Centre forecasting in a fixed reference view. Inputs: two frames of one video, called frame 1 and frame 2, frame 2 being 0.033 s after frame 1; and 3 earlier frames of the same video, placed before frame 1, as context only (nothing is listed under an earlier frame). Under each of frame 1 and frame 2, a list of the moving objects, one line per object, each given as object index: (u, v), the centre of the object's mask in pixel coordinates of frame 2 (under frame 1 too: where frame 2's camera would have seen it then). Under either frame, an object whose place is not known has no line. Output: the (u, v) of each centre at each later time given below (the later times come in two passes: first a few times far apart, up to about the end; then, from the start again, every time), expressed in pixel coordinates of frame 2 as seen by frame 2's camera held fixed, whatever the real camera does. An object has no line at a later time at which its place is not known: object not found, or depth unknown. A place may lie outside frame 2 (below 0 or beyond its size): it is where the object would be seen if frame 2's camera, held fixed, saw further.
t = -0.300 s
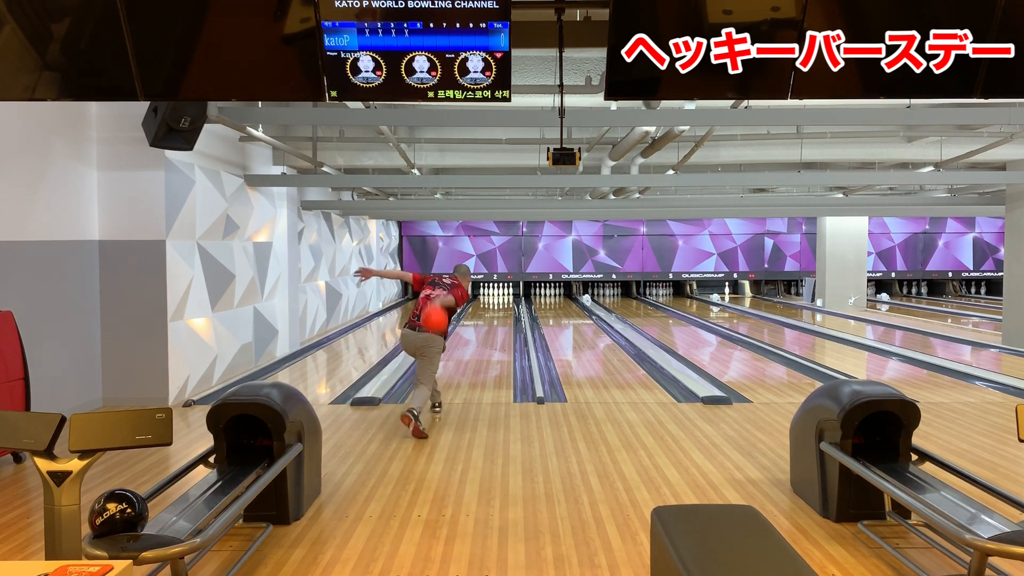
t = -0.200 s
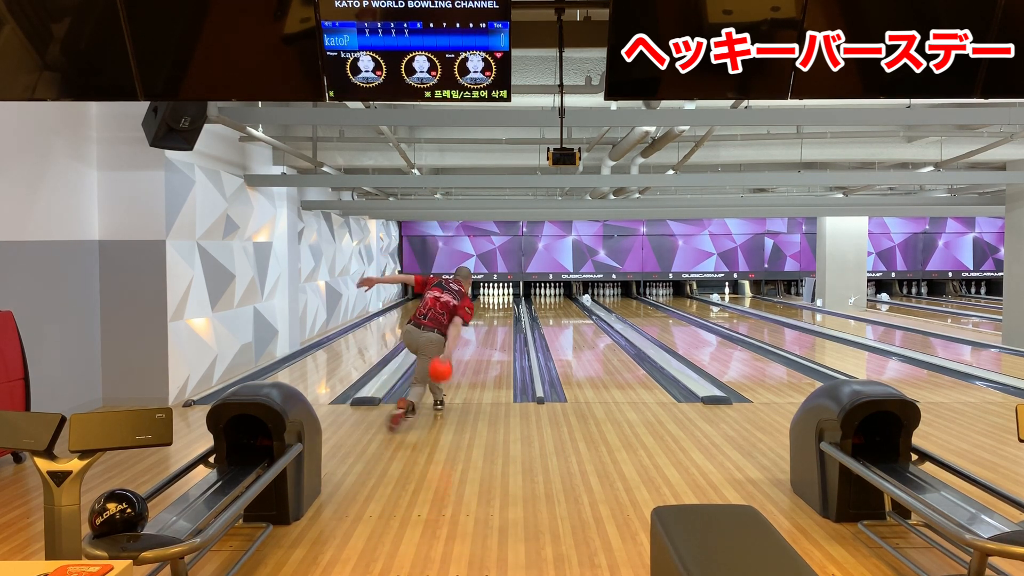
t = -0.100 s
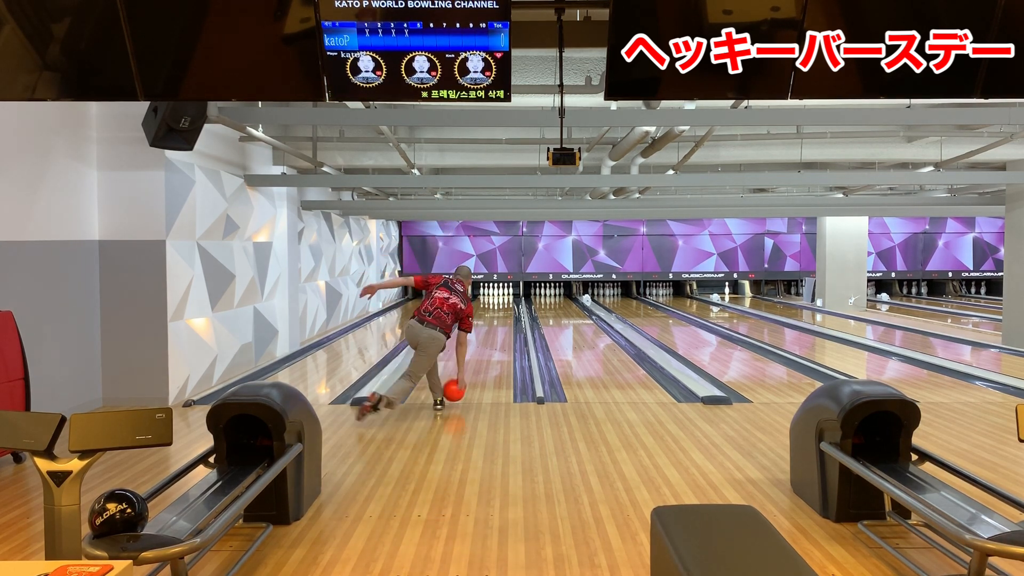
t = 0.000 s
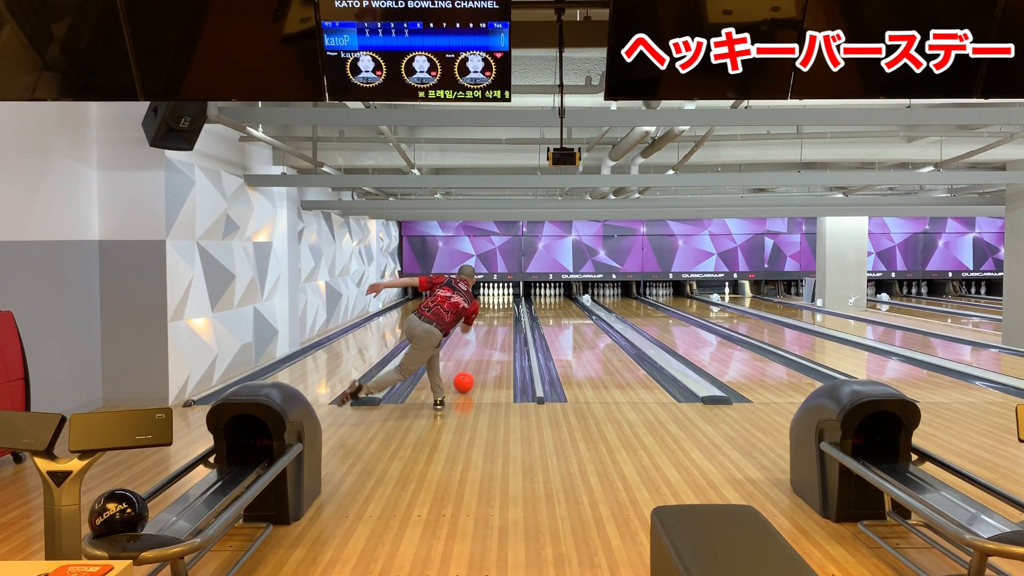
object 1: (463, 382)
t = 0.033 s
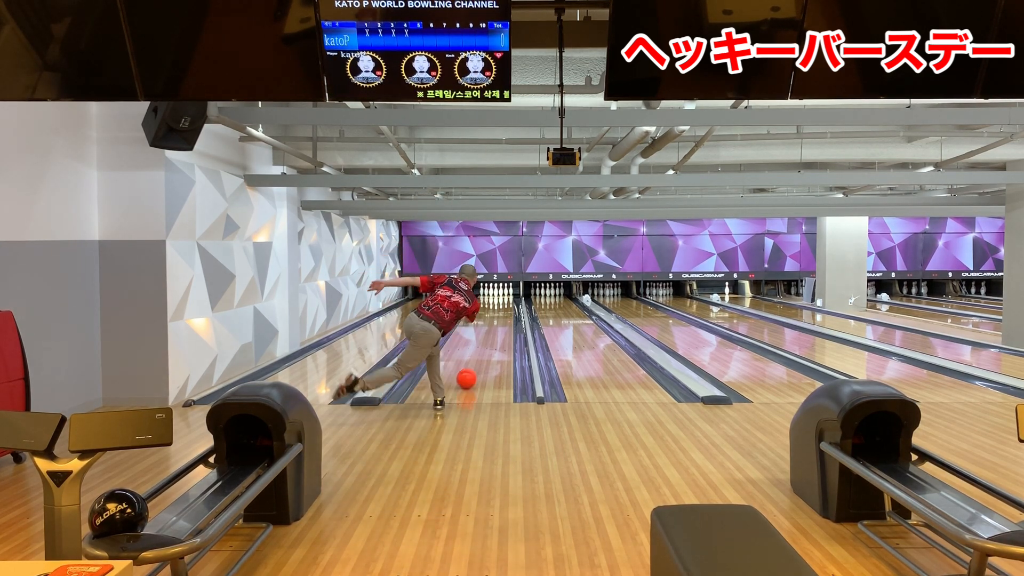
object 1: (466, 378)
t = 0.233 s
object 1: (479, 359)
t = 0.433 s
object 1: (488, 344)
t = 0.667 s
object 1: (496, 332)
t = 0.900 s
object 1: (501, 322)
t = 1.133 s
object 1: (504, 315)
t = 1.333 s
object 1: (506, 310)
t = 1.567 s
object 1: (506, 305)
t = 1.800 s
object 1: (506, 301)
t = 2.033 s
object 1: (503, 297)
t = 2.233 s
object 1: (500, 294)
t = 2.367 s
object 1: (498, 293)
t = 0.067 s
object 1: (469, 375)
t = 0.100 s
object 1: (471, 371)
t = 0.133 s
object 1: (473, 368)
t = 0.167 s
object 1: (475, 365)
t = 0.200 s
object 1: (477, 362)
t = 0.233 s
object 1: (479, 359)
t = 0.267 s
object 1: (481, 356)
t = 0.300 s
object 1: (483, 354)
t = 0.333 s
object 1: (484, 351)
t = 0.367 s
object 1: (486, 349)
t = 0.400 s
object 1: (487, 347)
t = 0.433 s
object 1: (488, 344)
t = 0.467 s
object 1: (490, 343)
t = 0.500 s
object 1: (491, 341)
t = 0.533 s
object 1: (492, 339)
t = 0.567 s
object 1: (493, 337)
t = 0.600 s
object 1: (494, 335)
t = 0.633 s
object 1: (495, 334)
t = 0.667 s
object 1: (496, 332)
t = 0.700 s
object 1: (497, 330)
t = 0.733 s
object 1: (498, 329)
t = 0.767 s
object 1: (499, 328)
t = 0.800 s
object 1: (500, 326)
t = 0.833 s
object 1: (500, 325)
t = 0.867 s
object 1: (501, 324)
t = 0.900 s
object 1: (501, 322)
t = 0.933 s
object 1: (502, 321)
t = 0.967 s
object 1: (502, 320)
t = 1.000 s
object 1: (503, 319)
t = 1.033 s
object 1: (503, 318)
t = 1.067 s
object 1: (504, 317)
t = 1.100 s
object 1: (504, 316)
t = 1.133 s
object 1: (504, 315)
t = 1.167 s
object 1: (505, 314)
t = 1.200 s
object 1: (505, 313)
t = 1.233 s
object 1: (505, 312)
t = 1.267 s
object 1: (505, 311)
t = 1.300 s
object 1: (506, 311)
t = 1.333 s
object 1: (506, 310)
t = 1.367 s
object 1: (506, 309)
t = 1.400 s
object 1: (506, 308)
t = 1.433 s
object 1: (507, 307)
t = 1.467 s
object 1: (507, 307)
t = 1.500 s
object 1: (506, 306)
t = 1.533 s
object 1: (506, 306)
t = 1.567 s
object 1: (506, 305)
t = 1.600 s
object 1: (506, 304)
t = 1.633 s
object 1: (506, 303)
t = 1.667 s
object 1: (506, 303)
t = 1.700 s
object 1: (506, 302)
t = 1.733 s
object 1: (506, 302)
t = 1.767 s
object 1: (506, 301)
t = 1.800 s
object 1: (506, 301)
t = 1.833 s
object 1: (505, 300)
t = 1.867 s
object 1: (505, 299)
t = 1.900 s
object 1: (505, 299)
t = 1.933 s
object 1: (504, 298)
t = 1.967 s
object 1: (504, 298)
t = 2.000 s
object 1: (504, 297)
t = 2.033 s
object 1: (503, 297)
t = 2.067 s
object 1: (503, 296)
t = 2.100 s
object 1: (502, 296)
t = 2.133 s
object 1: (501, 296)
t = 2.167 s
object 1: (501, 295)
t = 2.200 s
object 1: (501, 295)
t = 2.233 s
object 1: (500, 294)
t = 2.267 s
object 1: (500, 294)
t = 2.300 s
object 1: (499, 294)
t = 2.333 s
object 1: (498, 293)
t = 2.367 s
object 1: (498, 293)
